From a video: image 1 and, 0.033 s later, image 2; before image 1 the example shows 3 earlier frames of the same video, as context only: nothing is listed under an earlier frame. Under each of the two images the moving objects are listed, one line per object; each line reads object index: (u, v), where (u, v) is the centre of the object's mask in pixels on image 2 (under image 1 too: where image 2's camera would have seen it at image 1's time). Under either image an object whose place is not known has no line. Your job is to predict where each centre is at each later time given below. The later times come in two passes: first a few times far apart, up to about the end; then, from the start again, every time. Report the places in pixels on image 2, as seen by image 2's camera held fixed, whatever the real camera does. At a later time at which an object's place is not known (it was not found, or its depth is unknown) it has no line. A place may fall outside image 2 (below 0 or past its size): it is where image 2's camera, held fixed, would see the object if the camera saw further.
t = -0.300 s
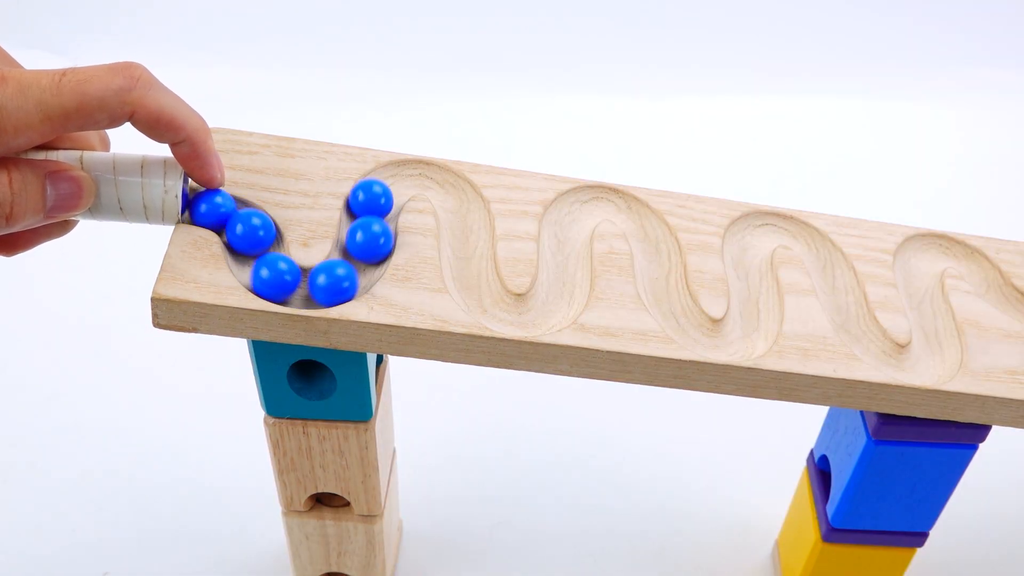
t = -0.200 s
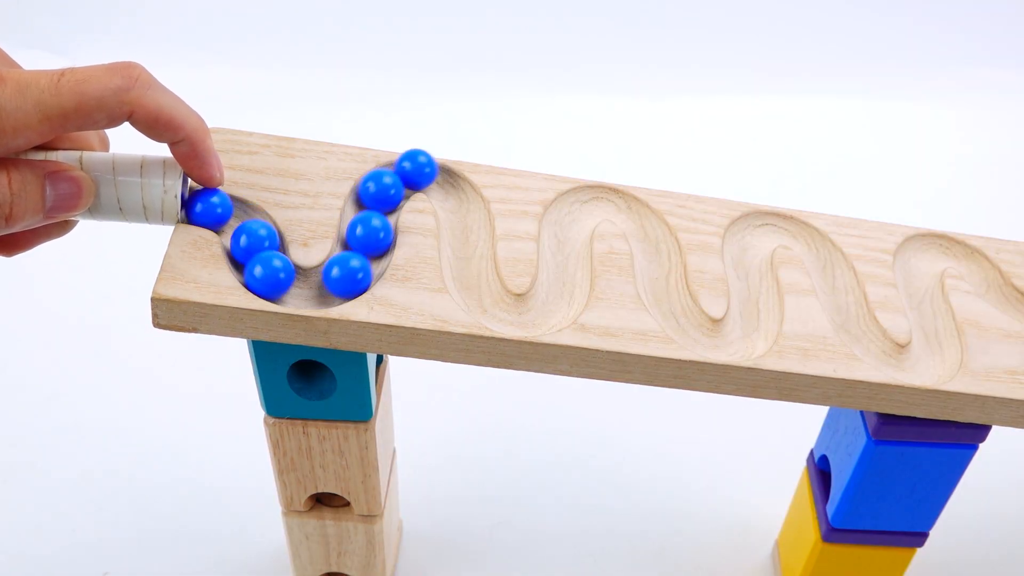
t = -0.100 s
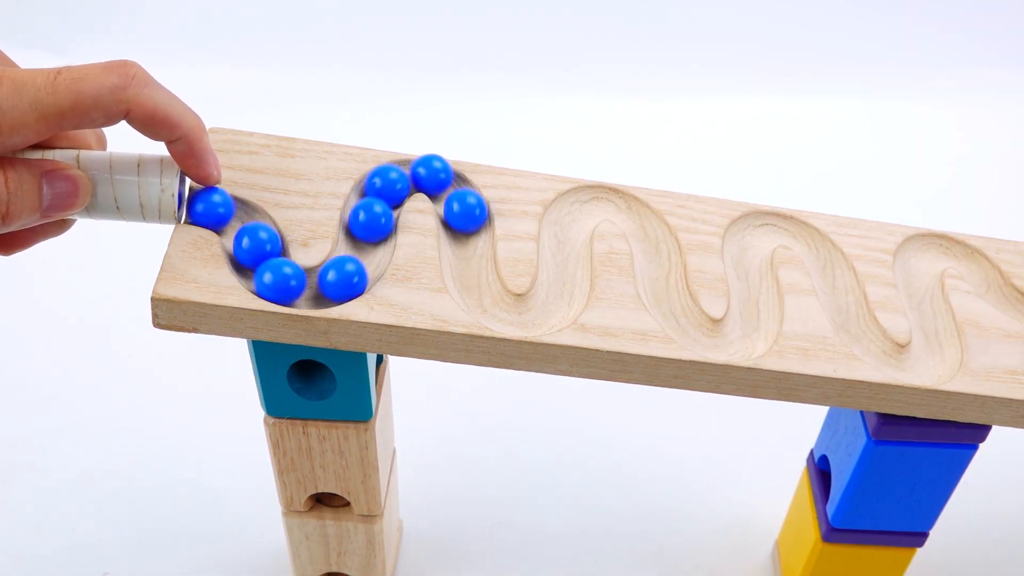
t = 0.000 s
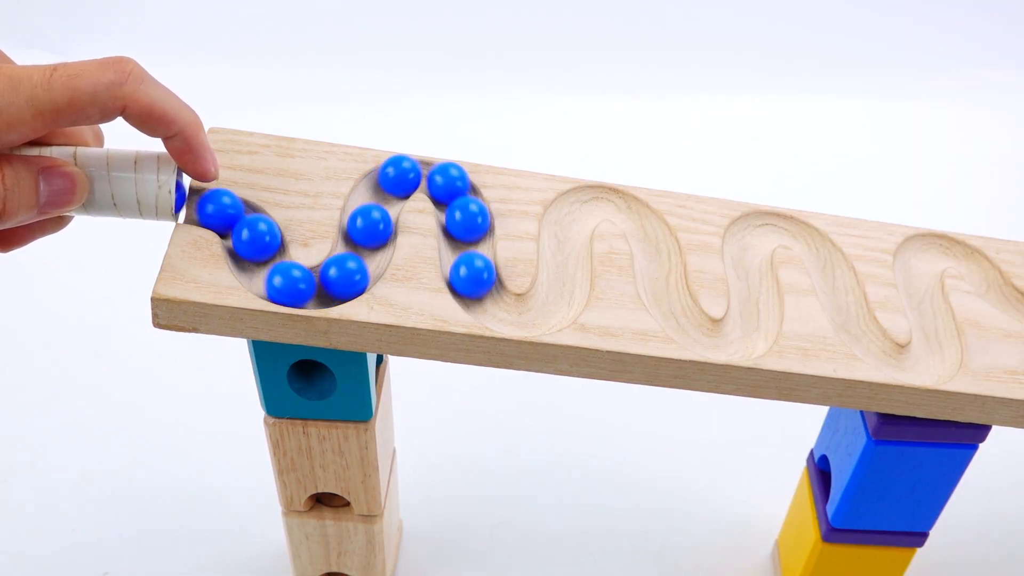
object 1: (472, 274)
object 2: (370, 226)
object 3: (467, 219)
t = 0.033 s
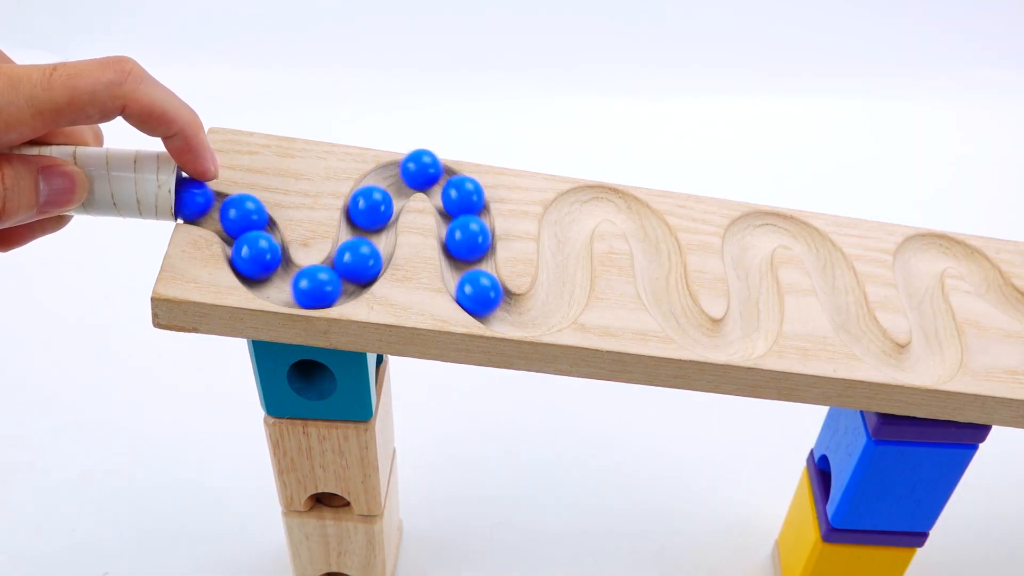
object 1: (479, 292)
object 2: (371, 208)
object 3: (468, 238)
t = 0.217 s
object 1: (567, 262)
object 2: (462, 197)
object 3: (546, 308)
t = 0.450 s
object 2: (520, 313)
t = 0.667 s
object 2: (575, 213)
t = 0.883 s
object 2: (663, 267)
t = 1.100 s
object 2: (759, 319)
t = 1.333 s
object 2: (788, 226)
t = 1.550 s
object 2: (872, 341)
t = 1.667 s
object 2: (942, 347)
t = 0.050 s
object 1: (488, 300)
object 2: (374, 200)
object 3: (467, 248)
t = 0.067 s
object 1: (500, 307)
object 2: (379, 193)
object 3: (467, 257)
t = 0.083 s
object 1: (514, 312)
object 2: (387, 186)
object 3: (470, 267)
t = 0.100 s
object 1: (529, 313)
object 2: (395, 179)
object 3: (474, 277)
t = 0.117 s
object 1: (540, 311)
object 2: (404, 173)
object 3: (478, 288)
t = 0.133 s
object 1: (551, 307)
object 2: (414, 169)
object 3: (485, 297)
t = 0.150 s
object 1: (560, 299)
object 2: (426, 171)
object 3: (494, 304)
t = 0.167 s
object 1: (566, 290)
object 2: (438, 177)
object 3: (506, 310)
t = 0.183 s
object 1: (568, 281)
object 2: (449, 183)
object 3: (520, 313)
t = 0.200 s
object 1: (568, 272)
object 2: (457, 188)
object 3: (533, 312)
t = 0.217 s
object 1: (567, 262)
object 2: (462, 197)
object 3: (546, 308)
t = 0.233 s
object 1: (565, 252)
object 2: (464, 207)
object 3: (557, 302)
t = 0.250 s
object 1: (565, 242)
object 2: (465, 217)
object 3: (562, 294)
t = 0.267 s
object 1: (566, 234)
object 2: (467, 226)
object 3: (565, 285)
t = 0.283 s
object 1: (568, 225)
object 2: (470, 234)
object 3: (566, 275)
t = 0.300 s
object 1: (571, 216)
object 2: (472, 243)
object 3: (567, 265)
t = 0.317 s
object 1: (576, 208)
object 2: (471, 253)
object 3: (568, 255)
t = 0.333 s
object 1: (582, 202)
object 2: (468, 263)
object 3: (568, 245)
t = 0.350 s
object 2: (469, 271)
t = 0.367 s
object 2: (472, 280)
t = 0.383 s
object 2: (479, 289)
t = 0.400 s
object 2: (487, 298)
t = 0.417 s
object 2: (497, 306)
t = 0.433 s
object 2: (507, 310)
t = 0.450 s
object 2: (520, 313)
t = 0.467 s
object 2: (533, 313)
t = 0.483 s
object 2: (546, 310)
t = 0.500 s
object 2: (556, 304)
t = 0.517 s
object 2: (563, 296)
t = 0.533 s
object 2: (566, 287)
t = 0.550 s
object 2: (568, 278)
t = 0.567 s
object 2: (568, 267)
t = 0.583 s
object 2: (567, 257)
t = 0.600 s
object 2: (564, 247)
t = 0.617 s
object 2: (564, 238)
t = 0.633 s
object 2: (566, 230)
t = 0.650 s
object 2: (571, 221)
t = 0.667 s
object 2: (575, 213)
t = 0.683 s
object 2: (579, 205)
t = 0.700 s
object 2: (586, 198)
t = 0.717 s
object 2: (596, 195)
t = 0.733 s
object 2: (608, 196)
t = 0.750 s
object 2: (620, 200)
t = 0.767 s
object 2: (630, 206)
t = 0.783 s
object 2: (639, 215)
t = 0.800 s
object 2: (646, 224)
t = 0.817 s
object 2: (649, 229)
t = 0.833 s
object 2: (655, 238)
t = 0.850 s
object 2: (660, 247)
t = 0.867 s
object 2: (663, 257)
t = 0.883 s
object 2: (663, 267)
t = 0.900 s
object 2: (662, 277)
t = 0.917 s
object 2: (663, 285)
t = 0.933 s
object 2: (667, 295)
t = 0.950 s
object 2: (673, 305)
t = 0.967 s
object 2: (681, 315)
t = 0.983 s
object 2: (689, 324)
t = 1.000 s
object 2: (700, 331)
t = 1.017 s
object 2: (713, 336)
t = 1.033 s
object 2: (726, 338)
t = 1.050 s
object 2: (737, 338)
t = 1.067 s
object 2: (749, 335)
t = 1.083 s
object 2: (756, 327)
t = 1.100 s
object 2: (759, 319)
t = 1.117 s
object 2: (759, 310)
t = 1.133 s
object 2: (759, 300)
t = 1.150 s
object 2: (757, 291)
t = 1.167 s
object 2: (755, 283)
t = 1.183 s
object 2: (753, 273)
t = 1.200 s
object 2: (751, 264)
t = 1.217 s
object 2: (749, 257)
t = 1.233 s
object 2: (750, 249)
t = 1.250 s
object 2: (751, 241)
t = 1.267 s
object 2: (754, 233)
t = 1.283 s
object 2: (759, 227)
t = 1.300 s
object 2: (766, 223)
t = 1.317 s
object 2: (777, 223)
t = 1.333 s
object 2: (788, 226)
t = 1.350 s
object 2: (801, 231)
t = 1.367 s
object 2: (811, 238)
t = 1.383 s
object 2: (819, 247)
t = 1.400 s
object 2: (826, 256)
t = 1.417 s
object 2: (833, 266)
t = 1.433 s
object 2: (839, 275)
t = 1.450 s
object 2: (842, 285)
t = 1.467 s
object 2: (843, 294)
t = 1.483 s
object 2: (846, 303)
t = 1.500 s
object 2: (850, 313)
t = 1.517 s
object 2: (856, 322)
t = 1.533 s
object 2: (863, 332)
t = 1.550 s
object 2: (872, 341)
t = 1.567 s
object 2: (883, 349)
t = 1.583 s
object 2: (896, 356)
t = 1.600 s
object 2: (909, 362)
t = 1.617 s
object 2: (923, 364)
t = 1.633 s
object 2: (932, 362)
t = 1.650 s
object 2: (939, 355)
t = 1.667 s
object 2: (942, 347)
